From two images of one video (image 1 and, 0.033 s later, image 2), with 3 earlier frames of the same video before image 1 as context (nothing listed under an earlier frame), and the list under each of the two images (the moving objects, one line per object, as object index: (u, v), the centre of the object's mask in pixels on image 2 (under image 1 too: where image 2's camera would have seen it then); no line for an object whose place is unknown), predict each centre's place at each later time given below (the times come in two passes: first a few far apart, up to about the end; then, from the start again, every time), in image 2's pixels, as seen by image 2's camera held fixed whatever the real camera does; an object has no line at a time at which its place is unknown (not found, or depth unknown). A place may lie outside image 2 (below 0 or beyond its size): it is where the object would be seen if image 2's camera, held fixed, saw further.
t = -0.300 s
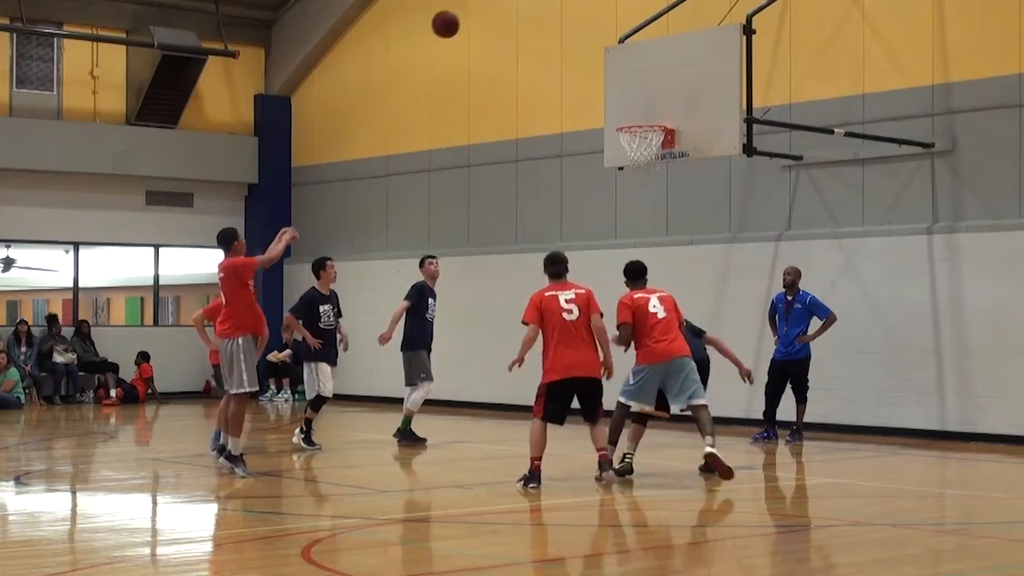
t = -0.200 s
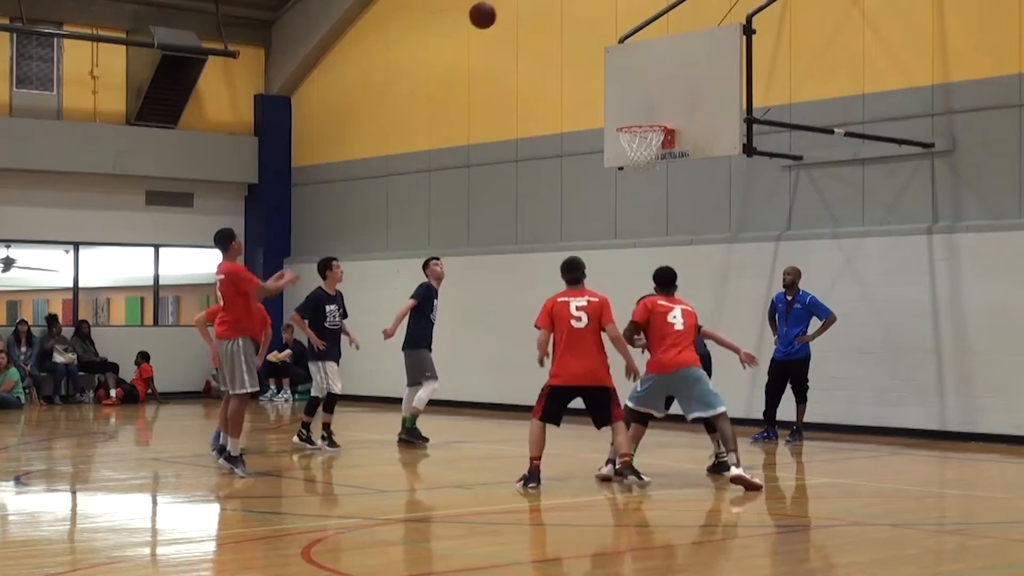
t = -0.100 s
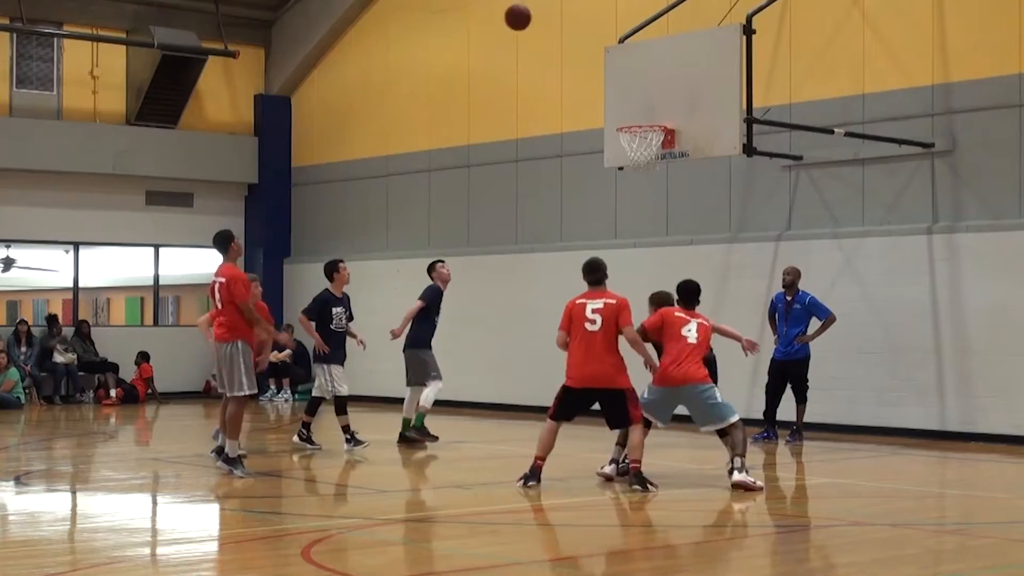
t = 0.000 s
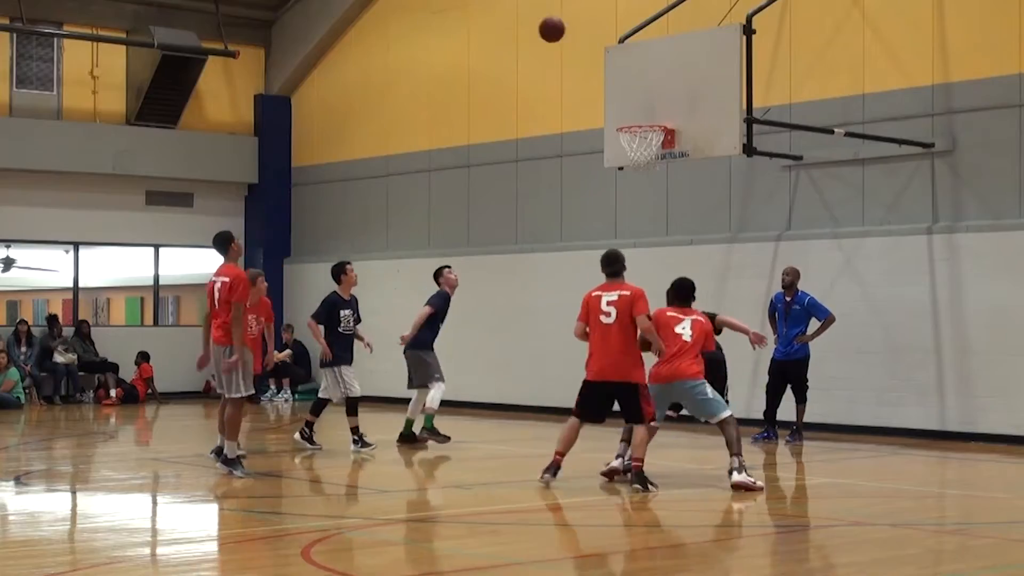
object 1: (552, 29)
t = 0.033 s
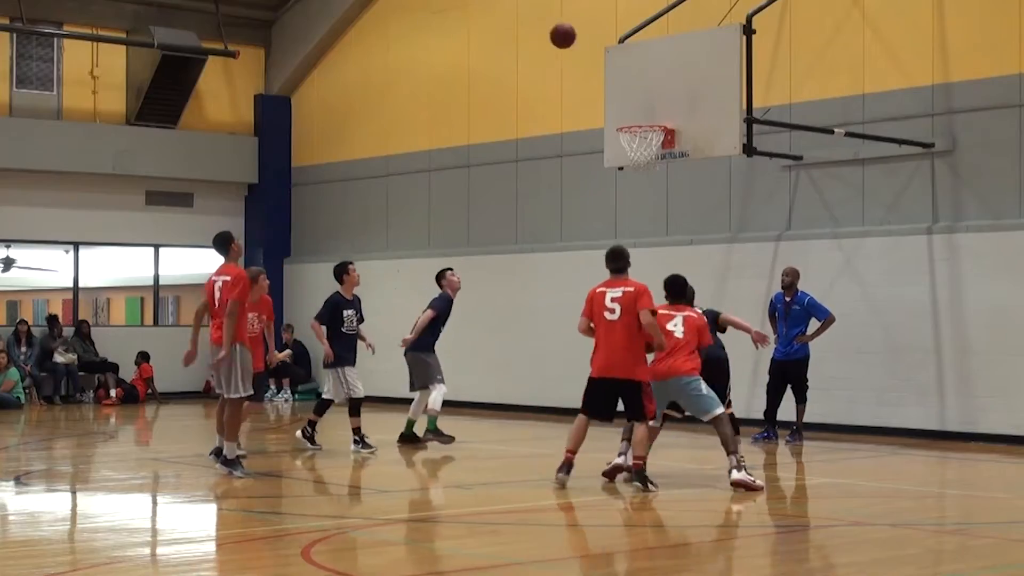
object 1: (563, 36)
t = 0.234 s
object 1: (625, 96)
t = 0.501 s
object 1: (635, 85)
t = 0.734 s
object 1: (620, 63)
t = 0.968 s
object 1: (604, 99)
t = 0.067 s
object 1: (573, 43)
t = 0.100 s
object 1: (584, 52)
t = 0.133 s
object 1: (595, 61)
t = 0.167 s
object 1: (605, 72)
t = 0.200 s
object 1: (615, 83)
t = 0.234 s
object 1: (625, 96)
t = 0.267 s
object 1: (635, 110)
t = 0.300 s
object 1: (645, 119)
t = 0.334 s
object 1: (644, 117)
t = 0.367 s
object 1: (644, 116)
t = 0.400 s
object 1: (642, 110)
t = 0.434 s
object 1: (640, 101)
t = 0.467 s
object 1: (638, 92)
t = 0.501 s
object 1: (635, 85)
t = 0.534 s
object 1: (633, 78)
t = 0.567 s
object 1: (631, 73)
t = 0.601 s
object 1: (629, 68)
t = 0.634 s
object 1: (626, 65)
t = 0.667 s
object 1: (624, 64)
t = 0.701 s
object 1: (622, 63)
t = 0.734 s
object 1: (620, 63)
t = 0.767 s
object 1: (618, 65)
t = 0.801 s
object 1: (615, 67)
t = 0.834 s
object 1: (613, 71)
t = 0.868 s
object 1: (611, 76)
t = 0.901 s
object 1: (609, 83)
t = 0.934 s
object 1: (607, 90)
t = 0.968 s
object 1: (604, 99)
